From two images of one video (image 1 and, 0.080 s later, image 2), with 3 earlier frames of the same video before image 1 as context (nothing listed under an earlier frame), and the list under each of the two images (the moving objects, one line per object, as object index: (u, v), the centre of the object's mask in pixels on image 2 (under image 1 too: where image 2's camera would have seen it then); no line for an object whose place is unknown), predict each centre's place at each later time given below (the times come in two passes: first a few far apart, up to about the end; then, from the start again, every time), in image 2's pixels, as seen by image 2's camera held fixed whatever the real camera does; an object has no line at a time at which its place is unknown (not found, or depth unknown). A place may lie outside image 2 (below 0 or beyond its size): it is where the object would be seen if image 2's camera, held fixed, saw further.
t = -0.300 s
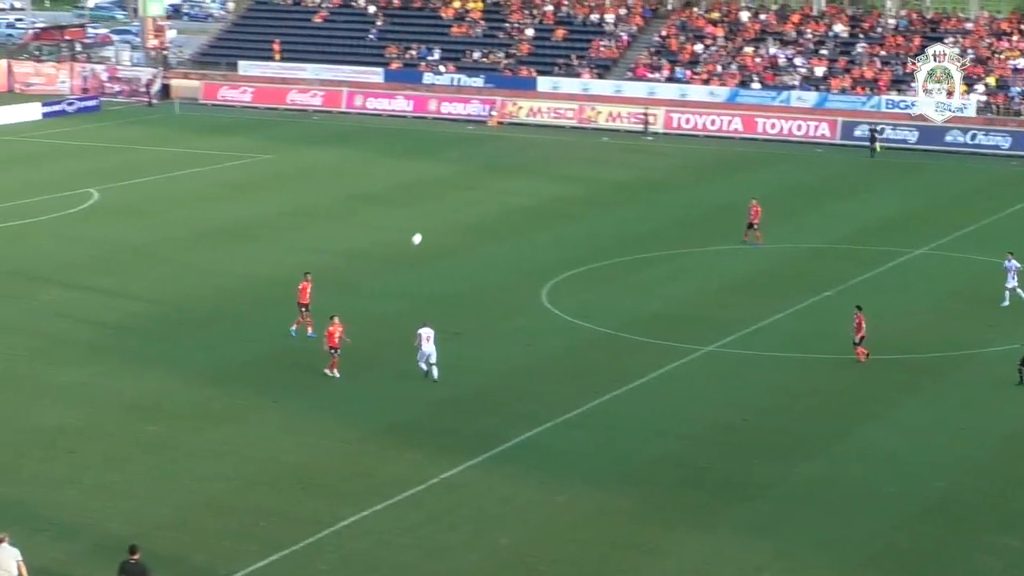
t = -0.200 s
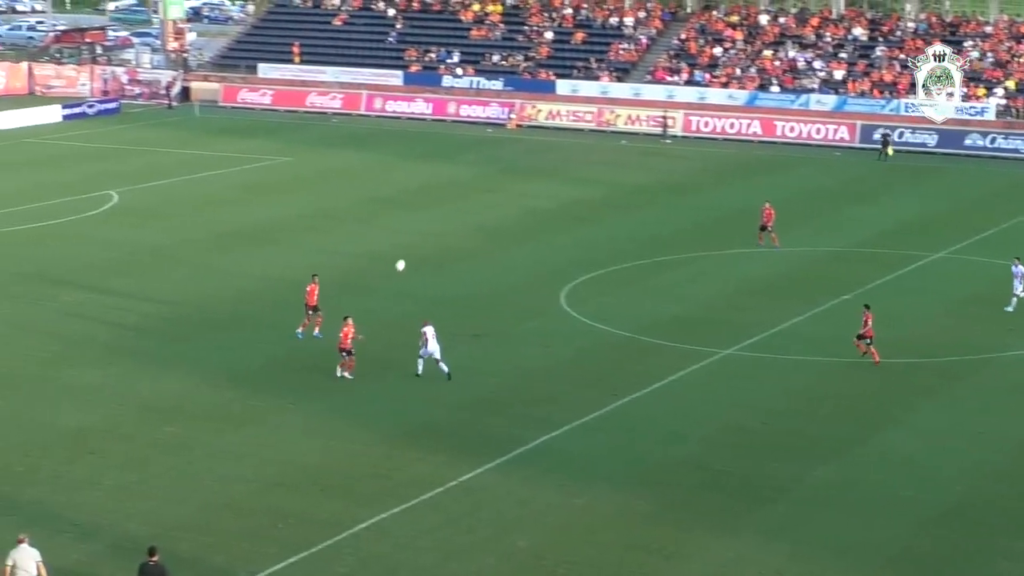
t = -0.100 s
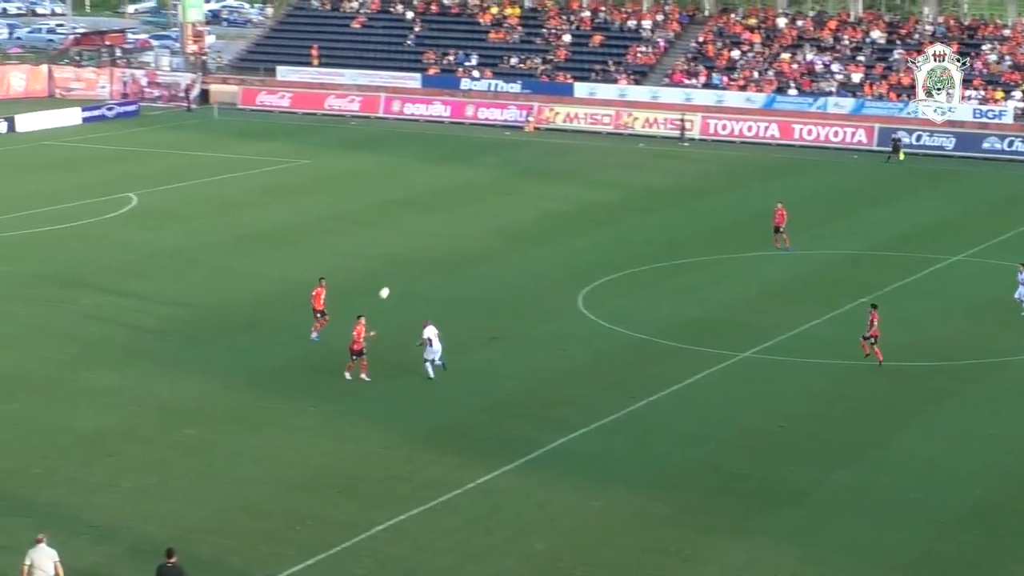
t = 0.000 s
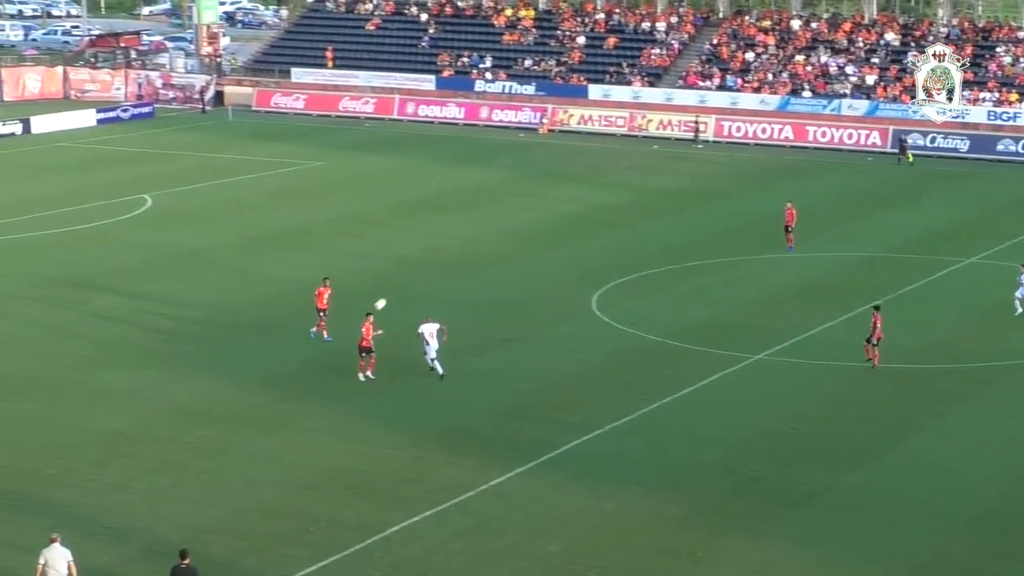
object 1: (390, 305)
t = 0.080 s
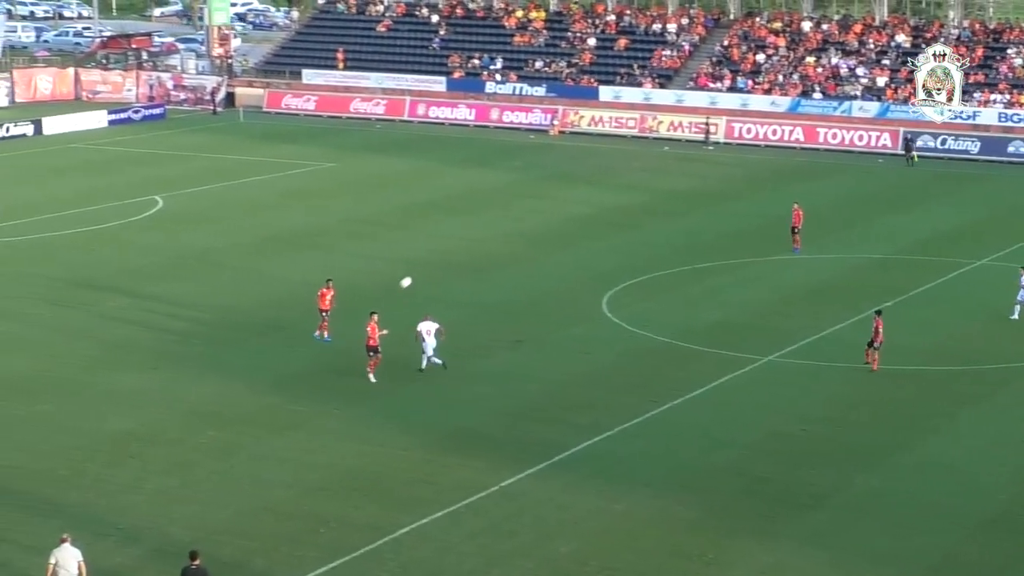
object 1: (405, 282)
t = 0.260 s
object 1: (438, 239)
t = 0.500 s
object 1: (481, 200)
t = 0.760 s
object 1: (524, 184)
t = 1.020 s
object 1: (564, 191)
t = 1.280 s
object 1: (602, 219)
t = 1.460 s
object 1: (626, 250)
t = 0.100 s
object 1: (409, 277)
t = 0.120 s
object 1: (413, 271)
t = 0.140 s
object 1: (416, 266)
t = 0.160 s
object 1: (420, 261)
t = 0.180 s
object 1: (424, 257)
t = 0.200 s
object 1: (427, 252)
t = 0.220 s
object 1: (431, 247)
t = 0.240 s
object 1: (435, 243)
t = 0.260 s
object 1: (438, 239)
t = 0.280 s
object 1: (442, 235)
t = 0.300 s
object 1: (446, 231)
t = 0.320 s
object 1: (449, 227)
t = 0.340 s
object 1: (453, 223)
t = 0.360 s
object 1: (457, 220)
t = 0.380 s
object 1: (460, 217)
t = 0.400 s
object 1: (464, 214)
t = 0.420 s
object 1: (467, 211)
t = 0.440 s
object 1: (470, 208)
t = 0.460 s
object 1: (474, 206)
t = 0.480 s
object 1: (477, 203)
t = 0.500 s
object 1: (481, 200)
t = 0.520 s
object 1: (484, 199)
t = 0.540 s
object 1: (488, 196)
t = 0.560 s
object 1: (491, 195)
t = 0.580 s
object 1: (494, 193)
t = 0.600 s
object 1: (497, 191)
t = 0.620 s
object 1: (501, 190)
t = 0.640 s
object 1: (504, 188)
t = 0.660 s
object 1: (507, 188)
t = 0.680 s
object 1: (511, 187)
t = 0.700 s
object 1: (514, 186)
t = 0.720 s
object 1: (517, 185)
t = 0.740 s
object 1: (520, 184)
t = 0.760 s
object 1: (524, 184)
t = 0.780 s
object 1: (527, 183)
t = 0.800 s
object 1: (530, 183)
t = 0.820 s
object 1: (533, 183)
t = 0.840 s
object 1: (536, 183)
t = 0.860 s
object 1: (540, 183)
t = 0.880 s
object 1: (543, 184)
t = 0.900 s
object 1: (546, 185)
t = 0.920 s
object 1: (549, 185)
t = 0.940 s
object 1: (552, 186)
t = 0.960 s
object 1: (555, 187)
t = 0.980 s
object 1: (558, 188)
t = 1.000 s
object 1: (561, 189)
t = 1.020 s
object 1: (564, 191)
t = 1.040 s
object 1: (567, 192)
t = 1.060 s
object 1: (570, 193)
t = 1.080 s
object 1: (573, 195)
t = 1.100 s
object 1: (576, 197)
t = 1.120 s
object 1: (579, 199)
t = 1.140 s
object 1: (582, 201)
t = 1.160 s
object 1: (585, 203)
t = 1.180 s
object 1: (587, 205)
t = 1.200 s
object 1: (590, 208)
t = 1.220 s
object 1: (593, 210)
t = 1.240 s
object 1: (596, 213)
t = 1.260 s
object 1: (599, 216)
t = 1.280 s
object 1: (602, 219)
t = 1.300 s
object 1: (605, 222)
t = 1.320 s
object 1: (607, 225)
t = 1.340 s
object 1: (610, 228)
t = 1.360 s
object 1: (613, 231)
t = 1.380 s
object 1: (616, 235)
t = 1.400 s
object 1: (618, 239)
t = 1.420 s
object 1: (621, 243)
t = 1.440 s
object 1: (624, 246)
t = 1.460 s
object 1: (626, 250)
